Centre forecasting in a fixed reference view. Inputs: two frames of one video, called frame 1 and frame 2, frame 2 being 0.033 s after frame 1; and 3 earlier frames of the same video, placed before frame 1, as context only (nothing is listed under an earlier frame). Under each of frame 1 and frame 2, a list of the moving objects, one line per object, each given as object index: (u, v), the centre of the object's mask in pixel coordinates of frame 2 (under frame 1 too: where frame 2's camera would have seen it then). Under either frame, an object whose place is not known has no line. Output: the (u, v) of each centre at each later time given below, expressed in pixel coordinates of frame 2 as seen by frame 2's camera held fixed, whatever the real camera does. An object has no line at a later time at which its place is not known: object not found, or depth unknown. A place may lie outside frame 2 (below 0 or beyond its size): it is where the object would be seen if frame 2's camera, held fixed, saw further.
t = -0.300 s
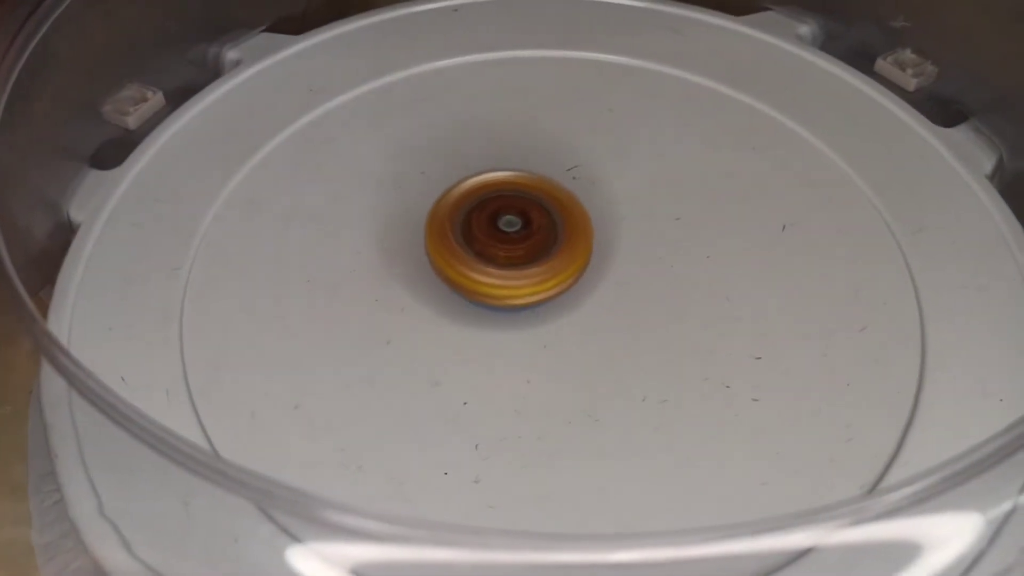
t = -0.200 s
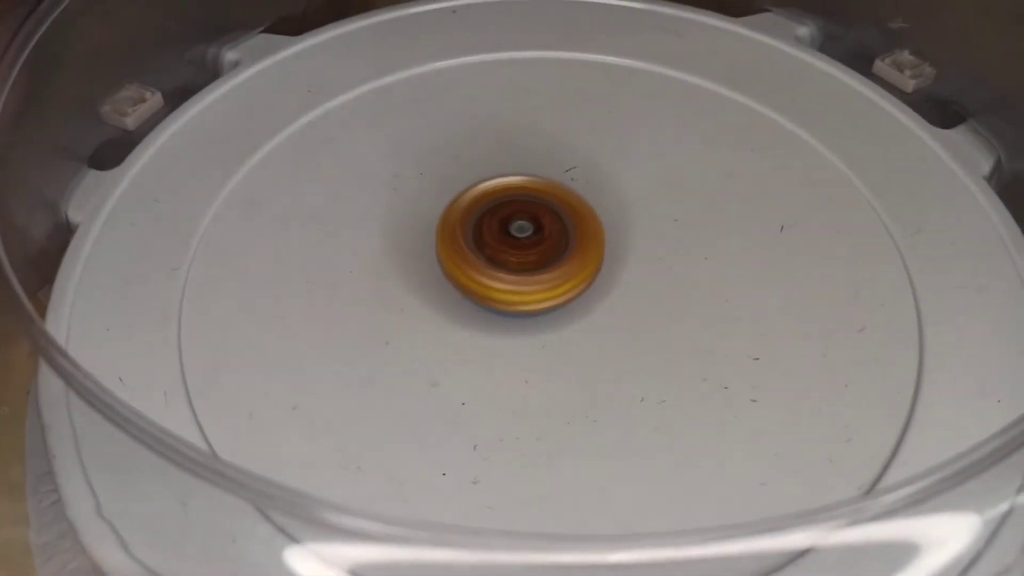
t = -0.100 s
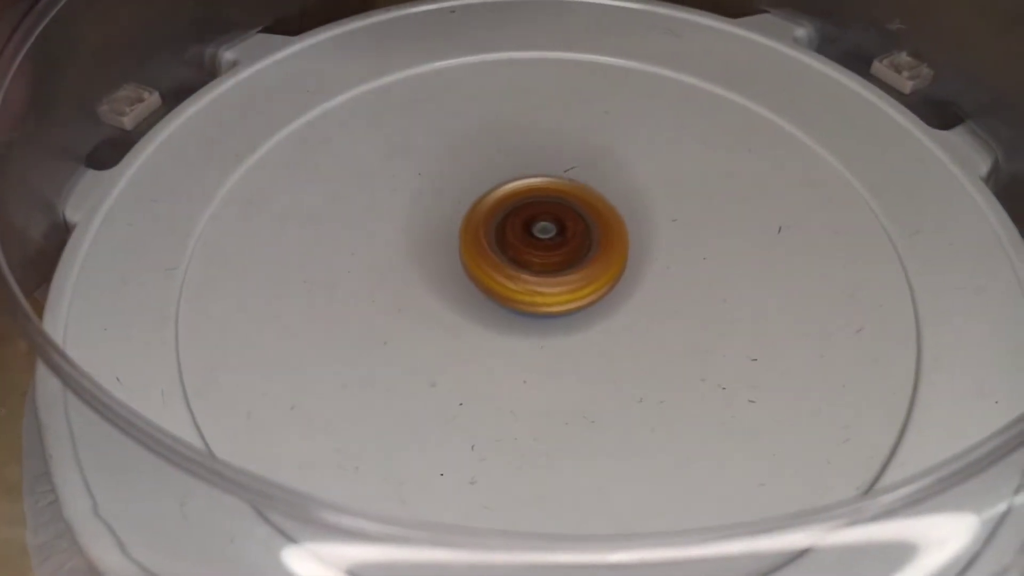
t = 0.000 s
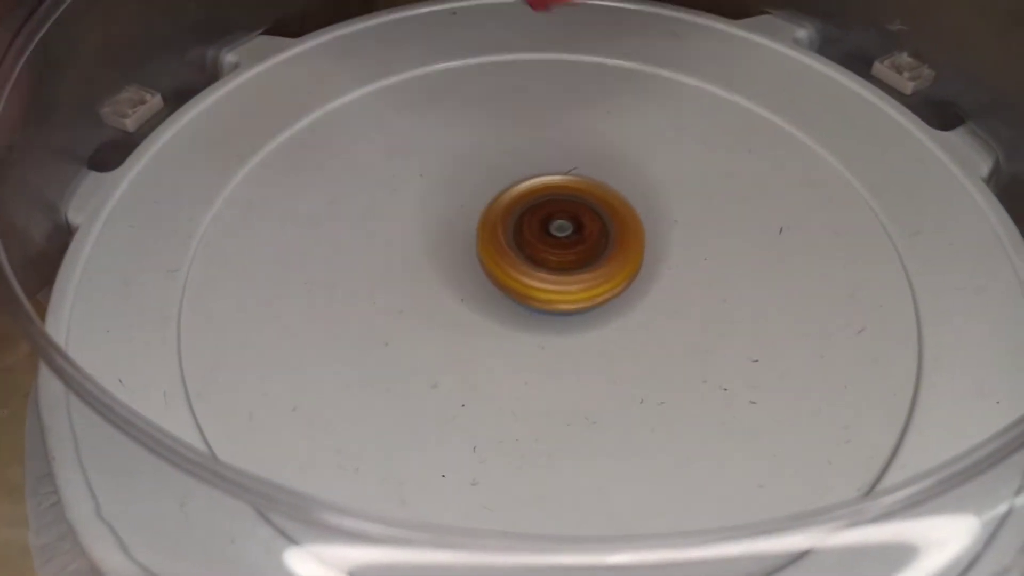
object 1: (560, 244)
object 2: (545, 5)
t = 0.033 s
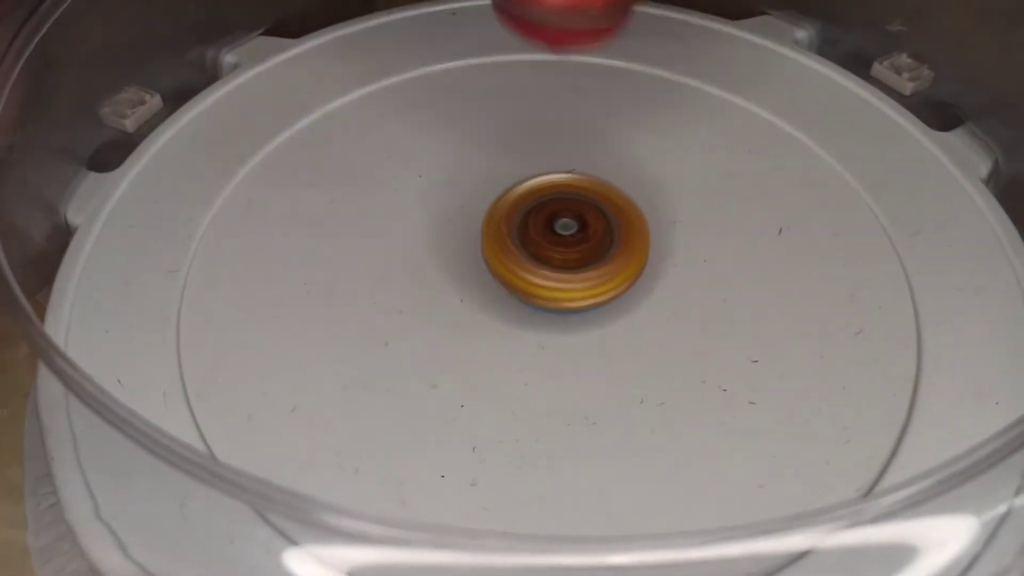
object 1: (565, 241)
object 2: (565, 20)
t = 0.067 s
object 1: (570, 239)
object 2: (588, 59)
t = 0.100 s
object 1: (557, 245)
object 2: (626, 120)
